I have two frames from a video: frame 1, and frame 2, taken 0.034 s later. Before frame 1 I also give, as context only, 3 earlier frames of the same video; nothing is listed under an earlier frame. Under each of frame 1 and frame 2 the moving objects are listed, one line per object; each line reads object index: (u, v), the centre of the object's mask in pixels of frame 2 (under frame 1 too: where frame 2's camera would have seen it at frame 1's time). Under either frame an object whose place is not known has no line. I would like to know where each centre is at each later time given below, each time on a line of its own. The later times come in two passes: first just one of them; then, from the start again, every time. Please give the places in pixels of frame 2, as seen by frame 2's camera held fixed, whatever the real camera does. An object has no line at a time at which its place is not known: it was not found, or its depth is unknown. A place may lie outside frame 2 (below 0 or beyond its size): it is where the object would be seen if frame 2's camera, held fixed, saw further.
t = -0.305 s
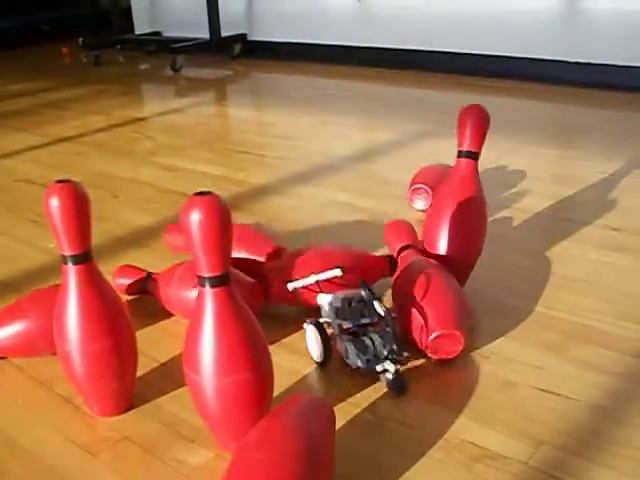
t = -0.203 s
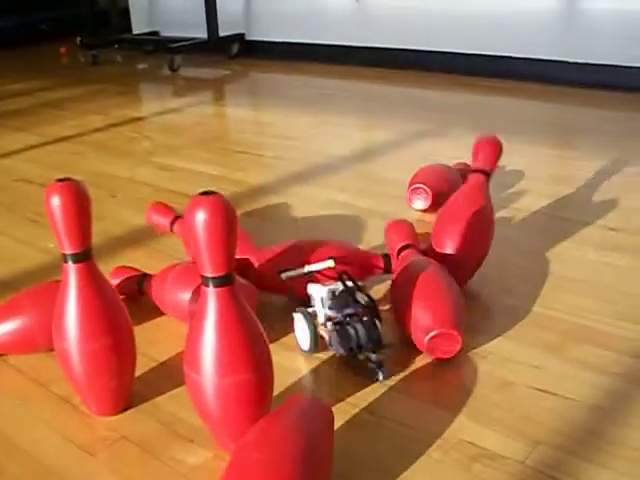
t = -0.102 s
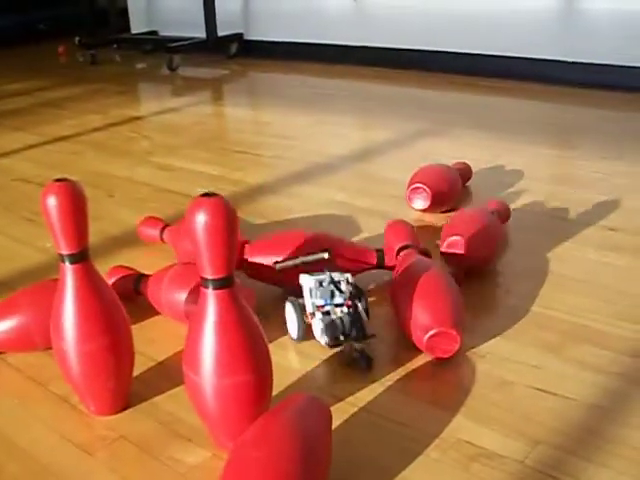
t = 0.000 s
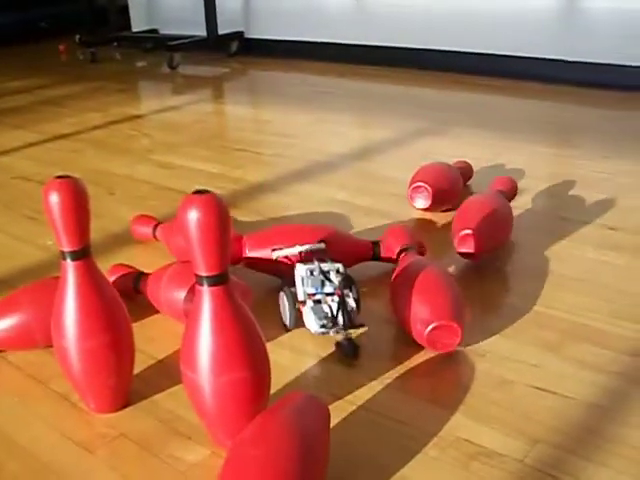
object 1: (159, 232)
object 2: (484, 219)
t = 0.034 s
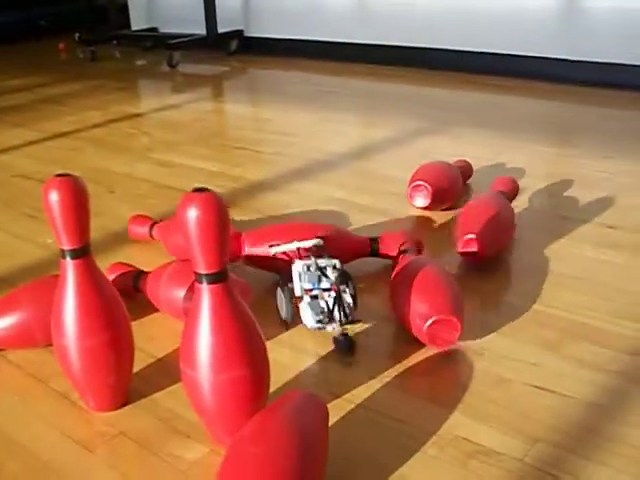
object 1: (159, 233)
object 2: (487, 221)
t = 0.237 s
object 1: (154, 230)
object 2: (501, 219)
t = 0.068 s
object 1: (159, 233)
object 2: (490, 219)
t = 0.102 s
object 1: (160, 233)
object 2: (492, 221)
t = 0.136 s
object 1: (160, 232)
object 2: (495, 219)
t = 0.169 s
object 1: (159, 232)
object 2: (497, 219)
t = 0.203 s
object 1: (157, 232)
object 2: (499, 219)
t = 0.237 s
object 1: (154, 230)
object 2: (501, 219)
